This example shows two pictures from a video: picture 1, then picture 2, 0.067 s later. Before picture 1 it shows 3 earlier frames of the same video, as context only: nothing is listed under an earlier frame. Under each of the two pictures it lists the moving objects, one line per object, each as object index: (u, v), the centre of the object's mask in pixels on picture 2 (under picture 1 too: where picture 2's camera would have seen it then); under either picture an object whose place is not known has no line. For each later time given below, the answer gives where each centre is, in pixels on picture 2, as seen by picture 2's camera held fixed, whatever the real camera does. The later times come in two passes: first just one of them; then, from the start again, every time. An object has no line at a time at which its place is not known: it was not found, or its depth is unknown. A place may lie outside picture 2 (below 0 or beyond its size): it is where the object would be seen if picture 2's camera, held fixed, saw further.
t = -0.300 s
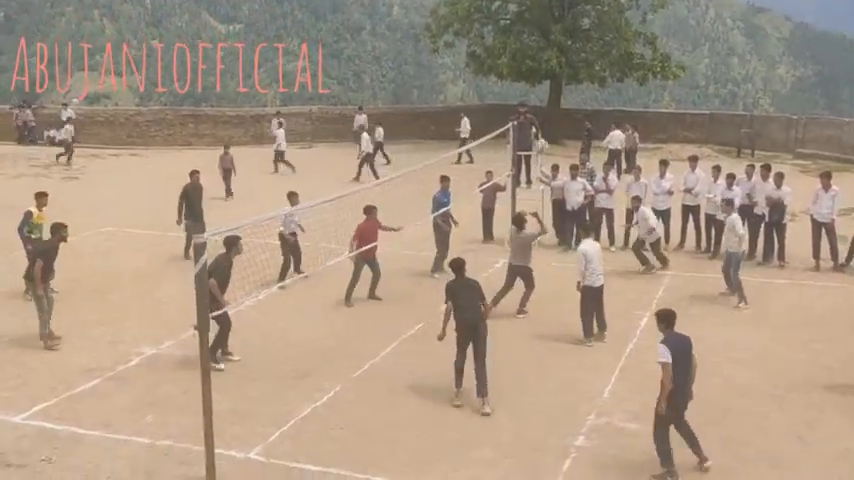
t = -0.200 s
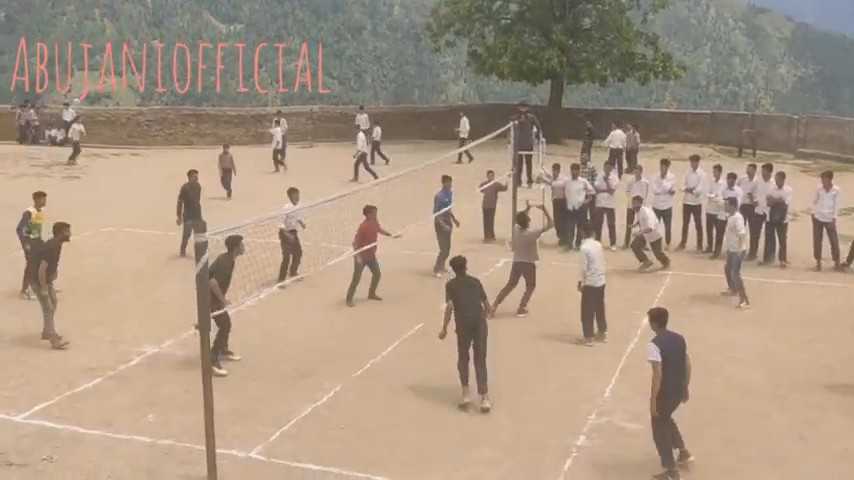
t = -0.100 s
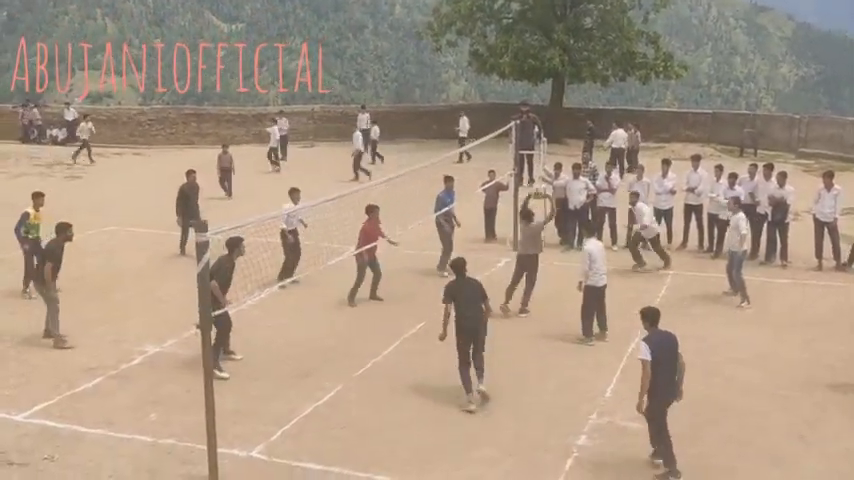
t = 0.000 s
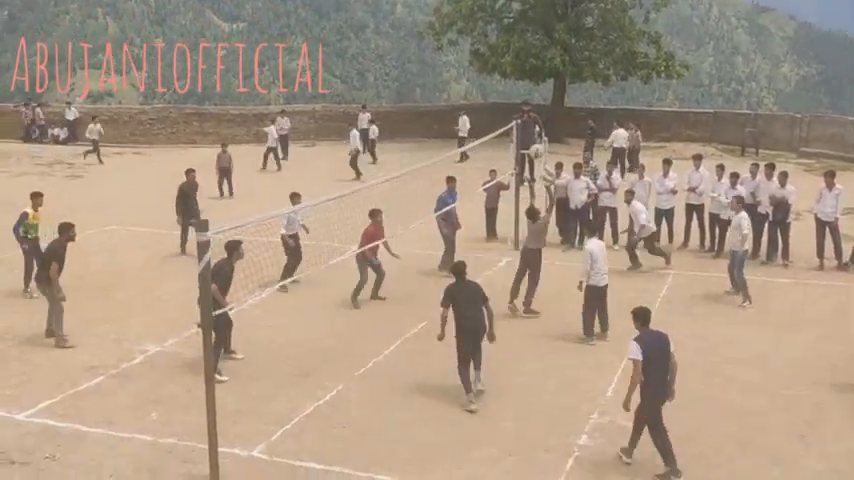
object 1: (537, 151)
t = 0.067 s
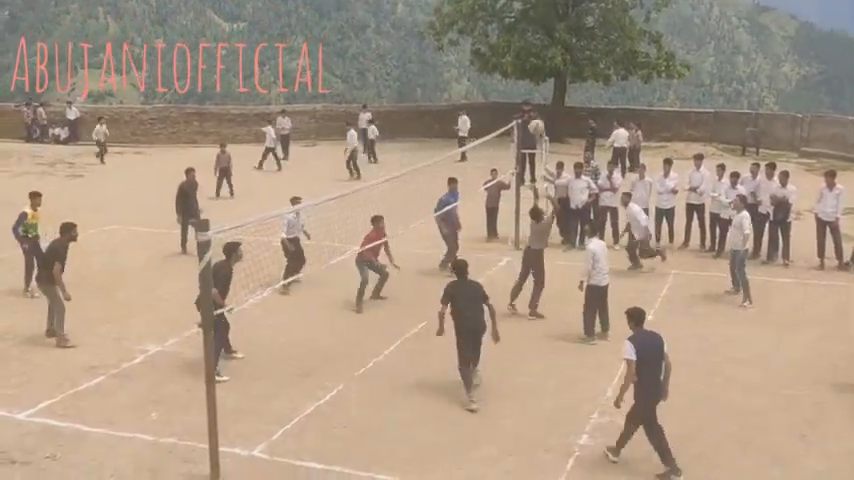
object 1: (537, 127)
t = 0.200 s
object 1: (534, 86)
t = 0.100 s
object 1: (535, 115)
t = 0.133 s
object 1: (535, 104)
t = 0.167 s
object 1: (534, 95)
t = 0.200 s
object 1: (534, 86)
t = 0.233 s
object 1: (534, 77)
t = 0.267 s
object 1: (532, 69)
